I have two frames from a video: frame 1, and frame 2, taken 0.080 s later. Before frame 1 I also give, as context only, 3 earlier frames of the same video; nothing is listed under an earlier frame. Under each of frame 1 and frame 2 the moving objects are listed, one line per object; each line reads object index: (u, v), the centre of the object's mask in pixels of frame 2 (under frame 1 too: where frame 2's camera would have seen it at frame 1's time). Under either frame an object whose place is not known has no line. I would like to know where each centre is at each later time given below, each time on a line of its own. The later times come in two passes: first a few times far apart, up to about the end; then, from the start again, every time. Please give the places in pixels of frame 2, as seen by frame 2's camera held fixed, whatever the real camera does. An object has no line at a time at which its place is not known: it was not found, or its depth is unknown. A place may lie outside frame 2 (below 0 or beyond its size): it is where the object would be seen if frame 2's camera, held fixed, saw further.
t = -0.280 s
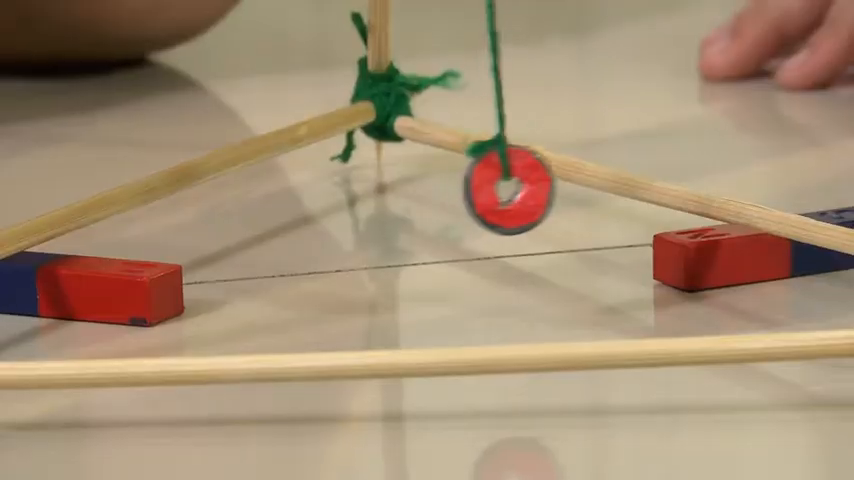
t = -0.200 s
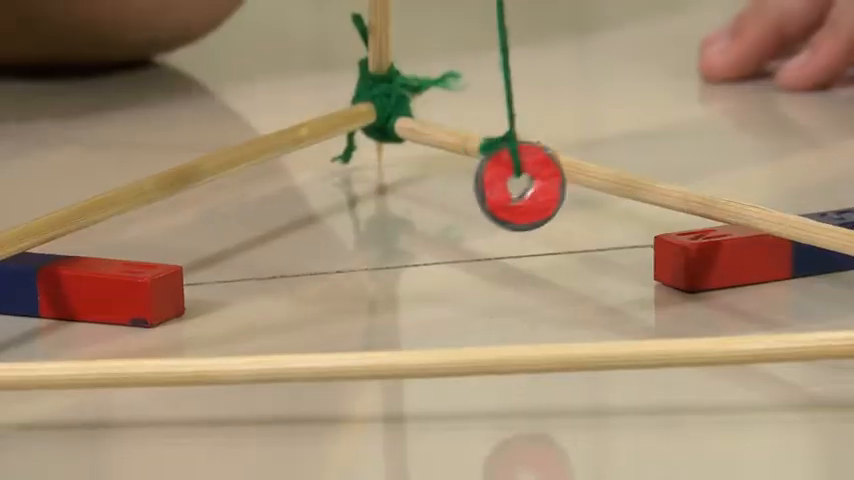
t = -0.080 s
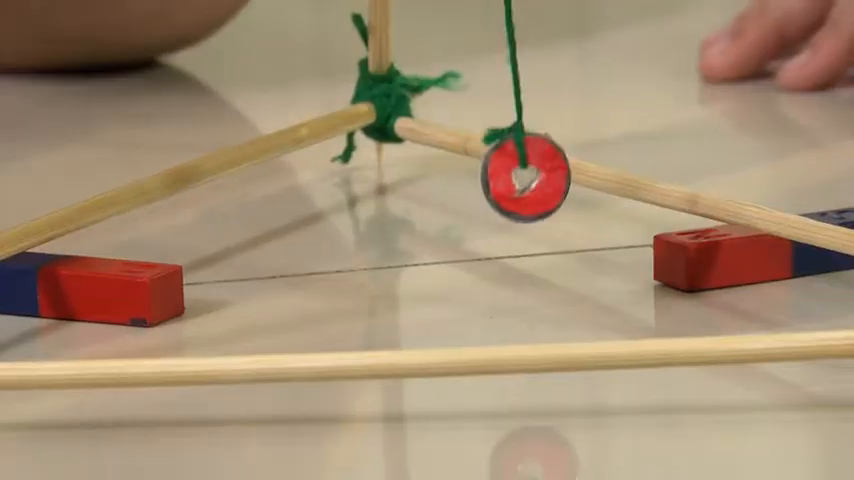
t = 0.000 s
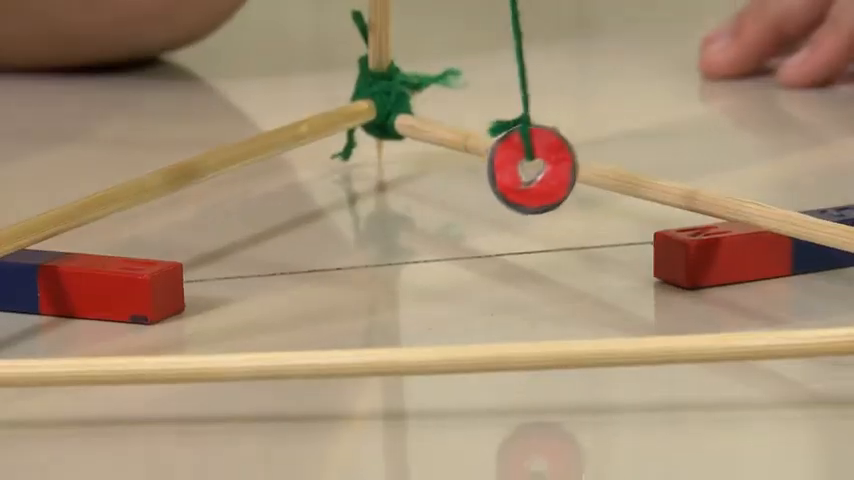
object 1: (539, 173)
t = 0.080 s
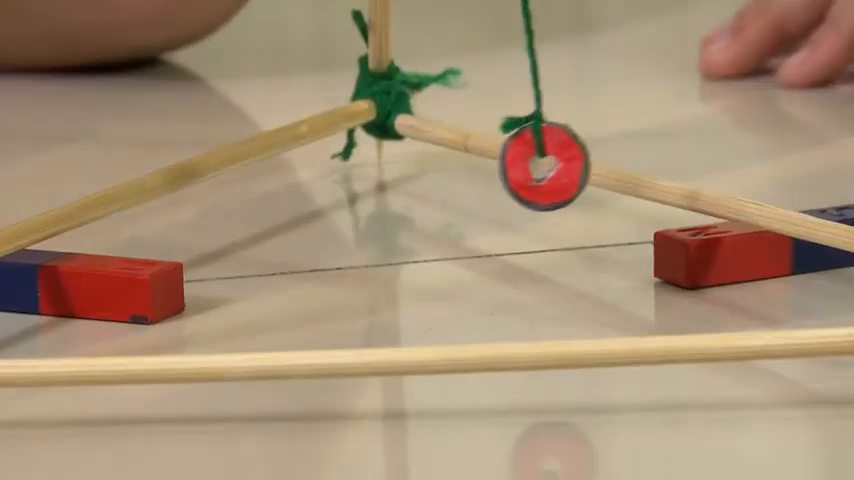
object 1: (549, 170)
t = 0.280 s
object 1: (581, 169)
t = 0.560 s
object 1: (539, 174)
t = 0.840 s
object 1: (514, 190)
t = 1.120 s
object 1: (457, 193)
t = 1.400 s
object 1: (395, 192)
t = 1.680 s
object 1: (398, 196)
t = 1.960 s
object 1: (482, 193)
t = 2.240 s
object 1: (552, 180)
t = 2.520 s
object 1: (580, 162)
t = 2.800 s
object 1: (580, 174)
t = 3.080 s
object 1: (501, 187)
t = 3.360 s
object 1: (419, 200)
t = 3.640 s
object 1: (332, 181)
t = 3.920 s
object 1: (349, 190)
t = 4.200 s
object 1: (450, 201)
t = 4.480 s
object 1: (498, 188)
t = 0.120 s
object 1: (556, 173)
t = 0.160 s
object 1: (562, 170)
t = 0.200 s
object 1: (571, 170)
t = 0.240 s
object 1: (579, 171)
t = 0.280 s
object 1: (581, 169)
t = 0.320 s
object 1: (583, 169)
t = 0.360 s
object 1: (580, 171)
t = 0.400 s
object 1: (574, 176)
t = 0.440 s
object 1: (566, 176)
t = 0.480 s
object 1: (561, 173)
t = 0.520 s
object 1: (548, 176)
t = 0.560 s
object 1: (539, 174)
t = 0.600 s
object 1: (534, 177)
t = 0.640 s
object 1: (528, 180)
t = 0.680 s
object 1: (525, 181)
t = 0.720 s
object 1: (521, 182)
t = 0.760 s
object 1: (520, 185)
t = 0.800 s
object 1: (518, 188)
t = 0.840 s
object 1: (514, 190)
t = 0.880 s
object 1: (509, 193)
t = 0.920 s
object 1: (504, 193)
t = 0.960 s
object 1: (497, 194)
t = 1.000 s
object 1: (488, 195)
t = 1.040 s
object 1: (480, 193)
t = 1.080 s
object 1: (466, 195)
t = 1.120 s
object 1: (457, 193)
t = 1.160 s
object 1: (447, 191)
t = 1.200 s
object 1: (428, 192)
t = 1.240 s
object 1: (426, 194)
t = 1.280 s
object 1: (419, 192)
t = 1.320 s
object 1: (411, 193)
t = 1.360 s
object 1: (406, 191)
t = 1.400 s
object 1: (395, 192)
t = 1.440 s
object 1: (394, 194)
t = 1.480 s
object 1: (390, 193)
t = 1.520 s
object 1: (390, 196)
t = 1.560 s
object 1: (391, 197)
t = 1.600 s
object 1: (396, 196)
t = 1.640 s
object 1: (401, 197)
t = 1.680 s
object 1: (398, 196)
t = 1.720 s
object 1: (406, 197)
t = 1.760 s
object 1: (426, 194)
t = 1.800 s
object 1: (433, 195)
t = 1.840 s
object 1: (446, 195)
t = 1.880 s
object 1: (456, 195)
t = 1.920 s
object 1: (469, 191)
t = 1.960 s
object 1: (482, 193)
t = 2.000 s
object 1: (493, 193)
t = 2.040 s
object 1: (509, 190)
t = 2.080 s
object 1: (520, 187)
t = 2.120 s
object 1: (531, 186)
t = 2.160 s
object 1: (542, 184)
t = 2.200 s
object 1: (548, 182)
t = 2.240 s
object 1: (552, 180)
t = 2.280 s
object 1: (558, 177)
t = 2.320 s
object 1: (562, 174)
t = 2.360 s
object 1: (565, 171)
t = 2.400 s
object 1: (567, 168)
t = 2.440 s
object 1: (571, 165)
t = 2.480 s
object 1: (574, 163)
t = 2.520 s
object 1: (580, 162)
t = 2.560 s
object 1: (583, 163)
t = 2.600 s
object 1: (589, 162)
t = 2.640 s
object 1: (592, 165)
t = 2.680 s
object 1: (593, 164)
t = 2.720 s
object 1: (591, 168)
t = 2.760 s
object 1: (587, 171)
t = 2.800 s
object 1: (580, 174)
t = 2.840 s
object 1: (570, 175)
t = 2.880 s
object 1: (560, 180)
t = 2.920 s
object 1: (548, 179)
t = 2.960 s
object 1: (536, 180)
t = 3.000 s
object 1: (522, 185)
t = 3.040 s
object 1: (511, 188)
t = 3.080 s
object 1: (501, 187)
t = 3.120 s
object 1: (494, 189)
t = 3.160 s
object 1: (487, 191)
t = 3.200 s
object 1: (476, 192)
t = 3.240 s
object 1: (458, 196)
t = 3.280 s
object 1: (446, 198)
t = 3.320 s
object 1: (433, 201)
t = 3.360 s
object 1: (419, 200)
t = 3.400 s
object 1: (404, 199)
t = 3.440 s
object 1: (389, 198)
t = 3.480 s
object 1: (375, 196)
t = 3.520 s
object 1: (361, 193)
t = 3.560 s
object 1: (351, 189)
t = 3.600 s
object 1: (342, 185)
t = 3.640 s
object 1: (332, 181)
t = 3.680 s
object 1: (326, 178)
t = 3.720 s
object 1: (322, 177)
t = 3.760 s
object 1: (322, 177)
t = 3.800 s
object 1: (326, 180)
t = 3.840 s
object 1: (334, 182)
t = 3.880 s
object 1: (340, 188)
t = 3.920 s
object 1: (349, 190)
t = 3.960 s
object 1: (360, 192)
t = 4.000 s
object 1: (372, 198)
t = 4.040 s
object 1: (384, 200)
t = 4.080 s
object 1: (409, 204)
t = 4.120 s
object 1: (417, 205)
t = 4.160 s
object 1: (424, 202)
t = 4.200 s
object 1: (450, 201)
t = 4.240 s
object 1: (455, 199)
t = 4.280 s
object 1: (465, 194)
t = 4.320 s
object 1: (472, 192)
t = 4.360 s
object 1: (479, 189)
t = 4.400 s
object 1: (485, 188)
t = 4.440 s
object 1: (492, 186)
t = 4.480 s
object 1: (498, 188)
